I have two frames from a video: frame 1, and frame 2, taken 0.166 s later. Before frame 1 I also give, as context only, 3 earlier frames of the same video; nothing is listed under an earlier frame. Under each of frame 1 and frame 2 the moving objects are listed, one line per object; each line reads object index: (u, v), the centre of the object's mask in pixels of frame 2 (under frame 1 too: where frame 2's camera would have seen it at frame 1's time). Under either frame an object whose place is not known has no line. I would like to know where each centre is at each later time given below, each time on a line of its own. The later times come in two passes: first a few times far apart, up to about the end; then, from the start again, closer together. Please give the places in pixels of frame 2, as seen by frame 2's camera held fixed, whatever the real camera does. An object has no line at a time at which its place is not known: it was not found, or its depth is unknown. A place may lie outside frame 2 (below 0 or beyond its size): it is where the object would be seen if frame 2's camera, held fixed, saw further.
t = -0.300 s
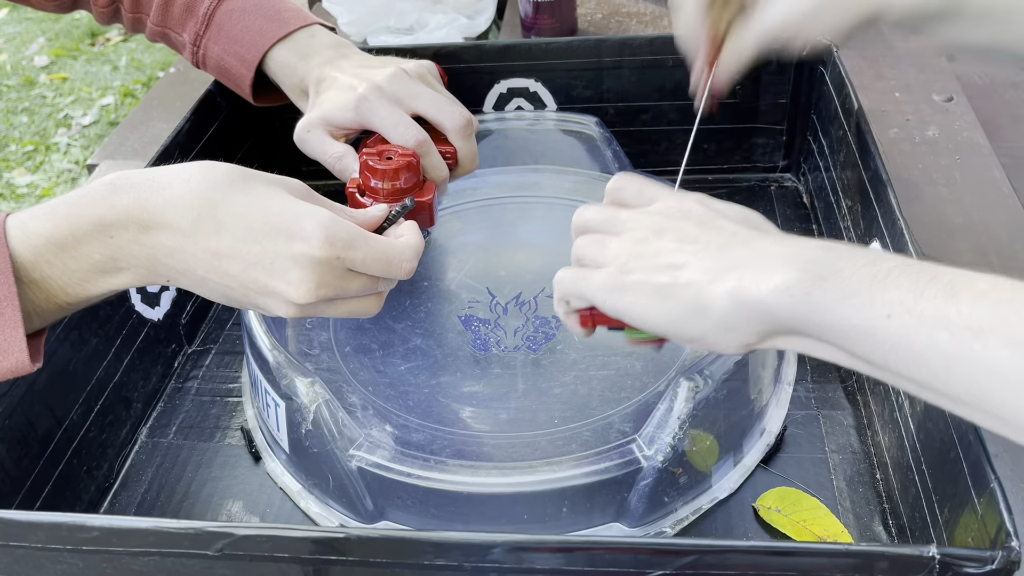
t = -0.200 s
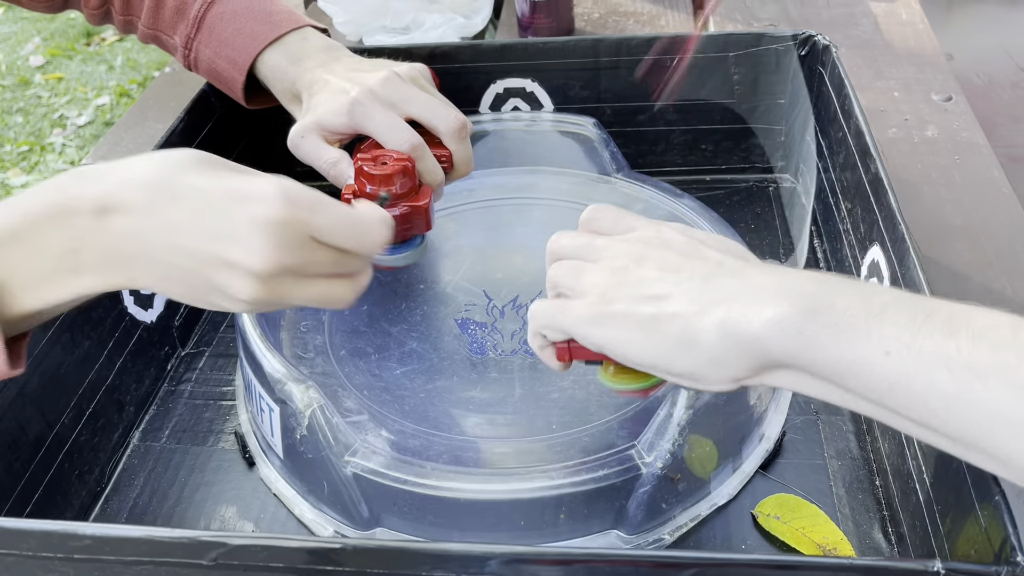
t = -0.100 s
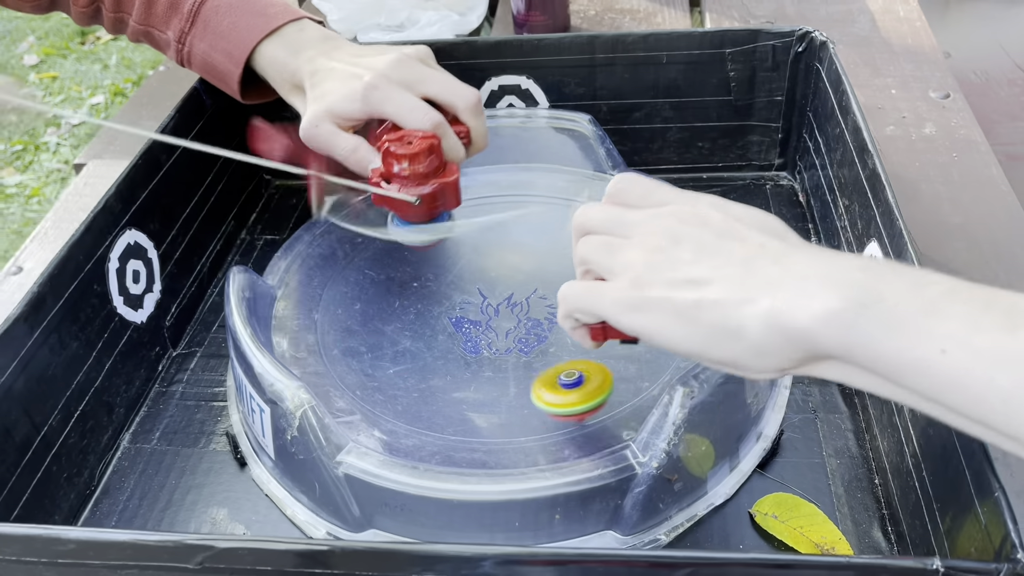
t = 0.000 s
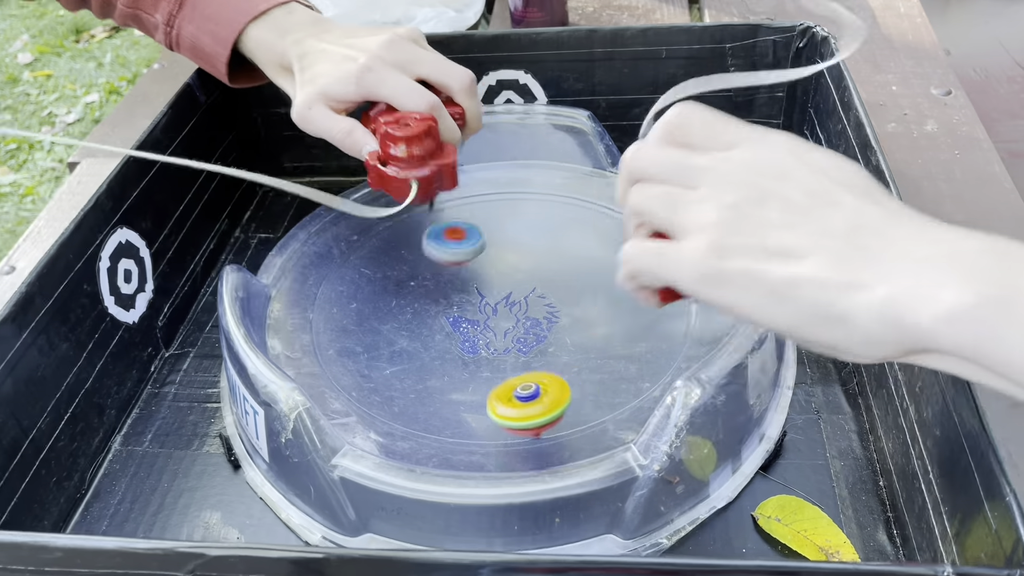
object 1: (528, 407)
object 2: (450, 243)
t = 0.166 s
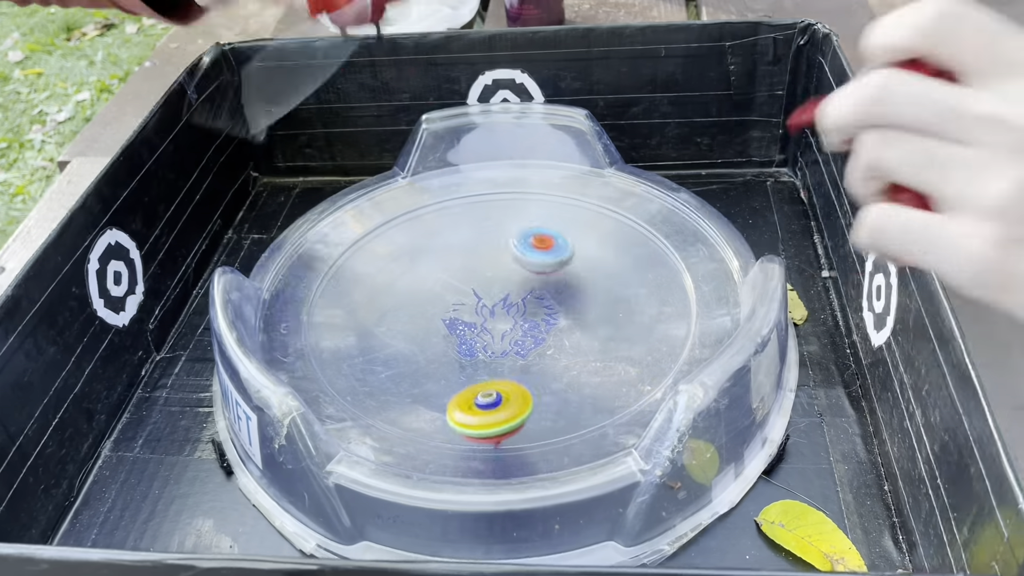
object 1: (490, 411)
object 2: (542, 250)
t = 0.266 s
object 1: (491, 400)
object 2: (582, 272)
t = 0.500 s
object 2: (583, 284)
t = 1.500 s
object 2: (394, 205)
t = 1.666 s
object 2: (236, 229)
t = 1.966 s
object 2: (243, 252)
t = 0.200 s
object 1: (492, 406)
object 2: (558, 261)
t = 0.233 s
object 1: (492, 402)
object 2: (571, 265)
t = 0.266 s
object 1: (491, 400)
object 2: (582, 272)
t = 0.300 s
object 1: (488, 399)
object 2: (589, 276)
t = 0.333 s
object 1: (484, 399)
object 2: (594, 281)
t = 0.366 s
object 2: (596, 283)
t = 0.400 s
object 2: (595, 285)
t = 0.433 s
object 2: (591, 286)
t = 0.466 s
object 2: (587, 285)
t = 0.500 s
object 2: (583, 284)
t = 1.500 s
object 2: (394, 205)
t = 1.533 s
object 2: (351, 185)
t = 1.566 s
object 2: (314, 179)
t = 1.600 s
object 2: (280, 184)
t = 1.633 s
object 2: (250, 201)
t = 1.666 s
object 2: (236, 229)
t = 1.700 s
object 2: (241, 231)
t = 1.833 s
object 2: (243, 251)
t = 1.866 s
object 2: (242, 251)
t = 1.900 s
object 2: (242, 252)
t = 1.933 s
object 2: (243, 252)
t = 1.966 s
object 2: (243, 252)
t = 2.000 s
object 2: (242, 253)
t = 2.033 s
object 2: (241, 253)
